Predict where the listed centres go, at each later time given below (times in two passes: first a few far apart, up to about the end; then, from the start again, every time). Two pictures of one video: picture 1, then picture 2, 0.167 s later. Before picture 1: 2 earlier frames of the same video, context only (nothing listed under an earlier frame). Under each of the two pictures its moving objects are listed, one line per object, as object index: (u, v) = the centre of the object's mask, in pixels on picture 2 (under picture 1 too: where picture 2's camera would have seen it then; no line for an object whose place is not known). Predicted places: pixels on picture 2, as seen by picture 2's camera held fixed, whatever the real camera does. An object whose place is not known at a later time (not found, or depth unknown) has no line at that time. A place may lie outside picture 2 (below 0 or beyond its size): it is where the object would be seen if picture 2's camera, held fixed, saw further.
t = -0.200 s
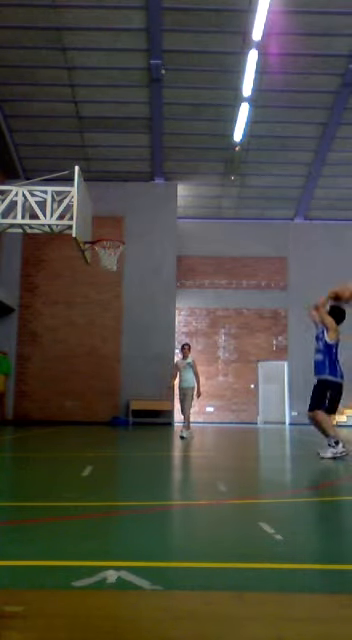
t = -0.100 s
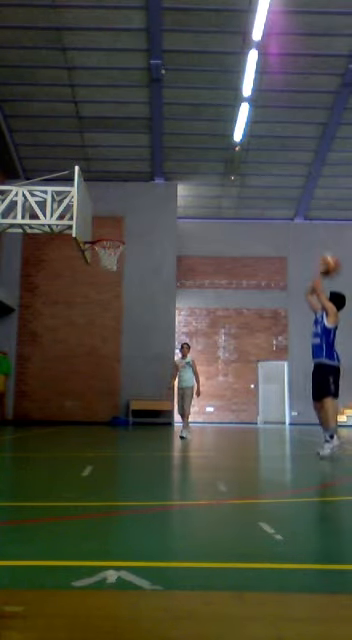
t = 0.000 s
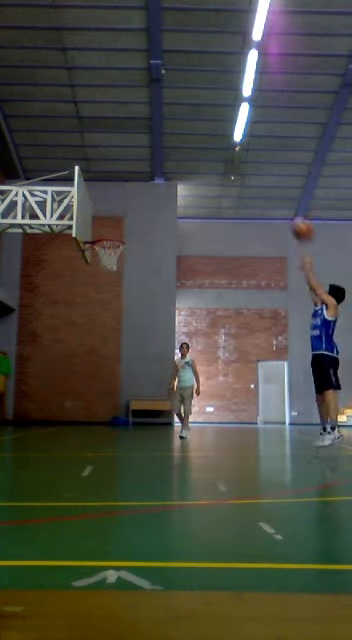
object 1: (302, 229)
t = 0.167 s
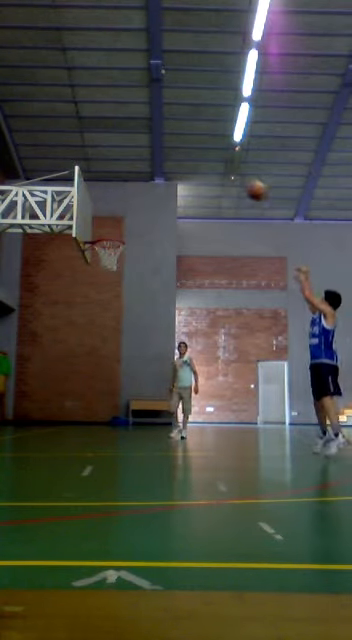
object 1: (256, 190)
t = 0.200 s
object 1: (248, 185)
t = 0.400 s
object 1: (203, 173)
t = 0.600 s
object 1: (162, 186)
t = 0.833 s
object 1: (120, 229)
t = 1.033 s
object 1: (120, 202)
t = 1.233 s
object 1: (121, 194)
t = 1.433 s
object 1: (123, 209)
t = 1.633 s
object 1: (124, 254)
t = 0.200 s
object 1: (248, 185)
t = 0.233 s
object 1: (240, 182)
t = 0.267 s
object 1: (232, 178)
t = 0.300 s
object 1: (224, 176)
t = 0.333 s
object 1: (217, 174)
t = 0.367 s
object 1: (210, 173)
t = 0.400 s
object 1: (203, 173)
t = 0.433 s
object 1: (196, 173)
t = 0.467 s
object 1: (189, 175)
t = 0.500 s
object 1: (183, 176)
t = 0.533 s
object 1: (175, 179)
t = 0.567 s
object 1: (168, 183)
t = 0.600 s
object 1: (162, 186)
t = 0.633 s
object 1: (157, 190)
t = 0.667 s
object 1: (150, 197)
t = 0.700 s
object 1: (143, 202)
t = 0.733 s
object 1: (137, 208)
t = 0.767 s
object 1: (132, 215)
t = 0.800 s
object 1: (125, 223)
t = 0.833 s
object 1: (120, 229)
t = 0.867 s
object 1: (119, 229)
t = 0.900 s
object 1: (118, 223)
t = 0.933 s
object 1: (119, 217)
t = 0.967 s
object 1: (119, 212)
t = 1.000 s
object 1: (120, 207)
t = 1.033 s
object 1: (120, 202)
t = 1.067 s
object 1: (120, 200)
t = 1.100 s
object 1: (120, 197)
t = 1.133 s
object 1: (120, 195)
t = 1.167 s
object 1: (121, 194)
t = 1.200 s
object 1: (121, 194)
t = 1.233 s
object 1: (121, 194)
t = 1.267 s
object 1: (121, 194)
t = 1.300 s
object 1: (122, 195)
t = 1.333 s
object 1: (123, 198)
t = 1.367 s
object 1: (123, 201)
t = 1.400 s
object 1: (123, 205)
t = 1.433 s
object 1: (123, 209)
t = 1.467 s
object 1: (123, 214)
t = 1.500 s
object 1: (123, 220)
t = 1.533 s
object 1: (123, 227)
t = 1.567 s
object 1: (123, 235)
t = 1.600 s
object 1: (124, 244)
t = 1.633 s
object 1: (124, 254)
